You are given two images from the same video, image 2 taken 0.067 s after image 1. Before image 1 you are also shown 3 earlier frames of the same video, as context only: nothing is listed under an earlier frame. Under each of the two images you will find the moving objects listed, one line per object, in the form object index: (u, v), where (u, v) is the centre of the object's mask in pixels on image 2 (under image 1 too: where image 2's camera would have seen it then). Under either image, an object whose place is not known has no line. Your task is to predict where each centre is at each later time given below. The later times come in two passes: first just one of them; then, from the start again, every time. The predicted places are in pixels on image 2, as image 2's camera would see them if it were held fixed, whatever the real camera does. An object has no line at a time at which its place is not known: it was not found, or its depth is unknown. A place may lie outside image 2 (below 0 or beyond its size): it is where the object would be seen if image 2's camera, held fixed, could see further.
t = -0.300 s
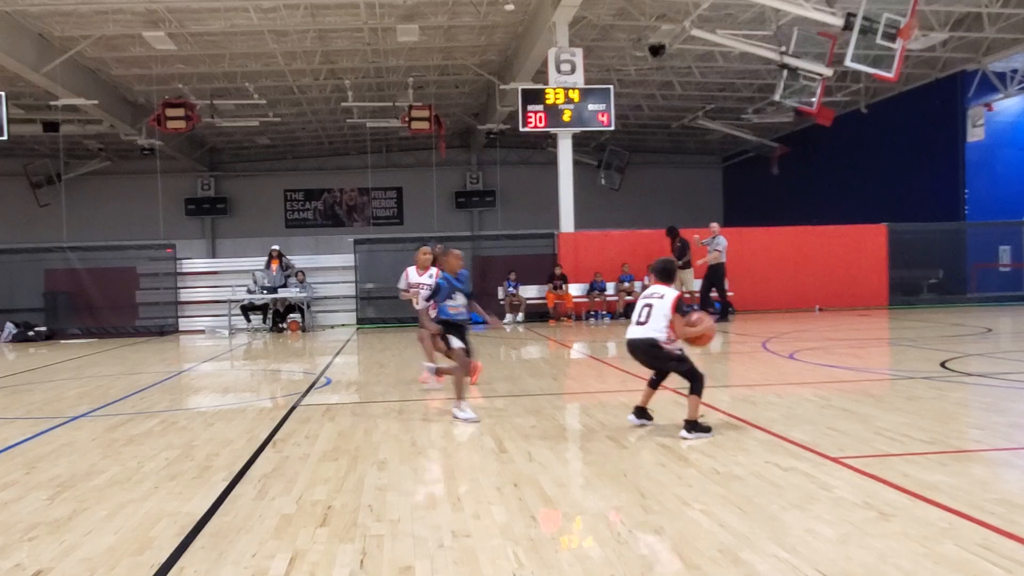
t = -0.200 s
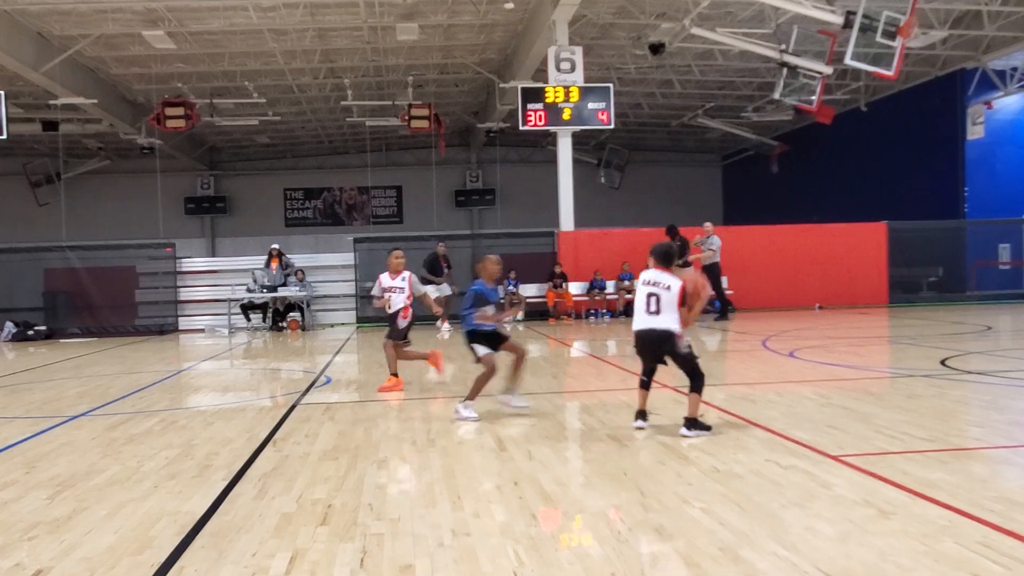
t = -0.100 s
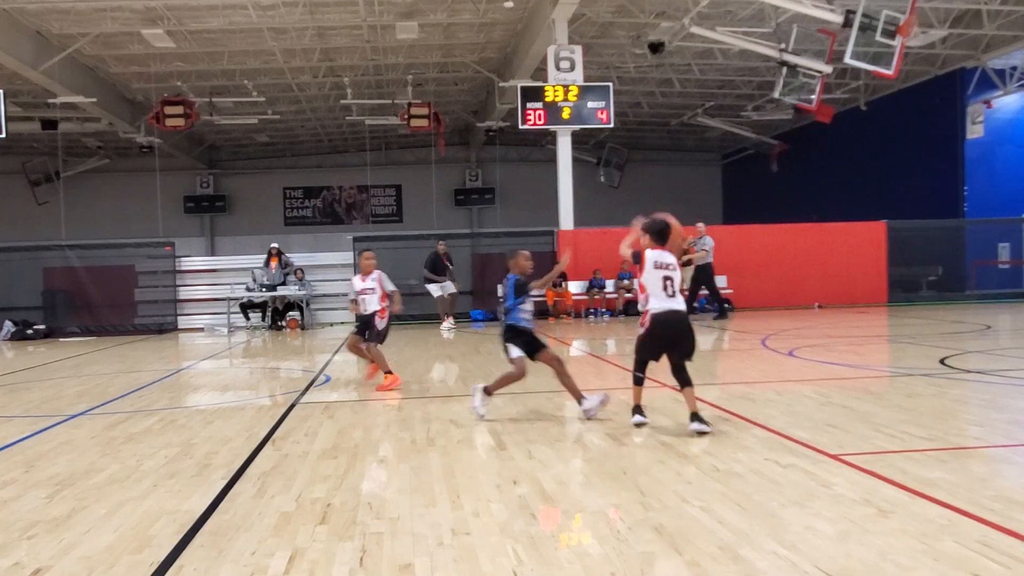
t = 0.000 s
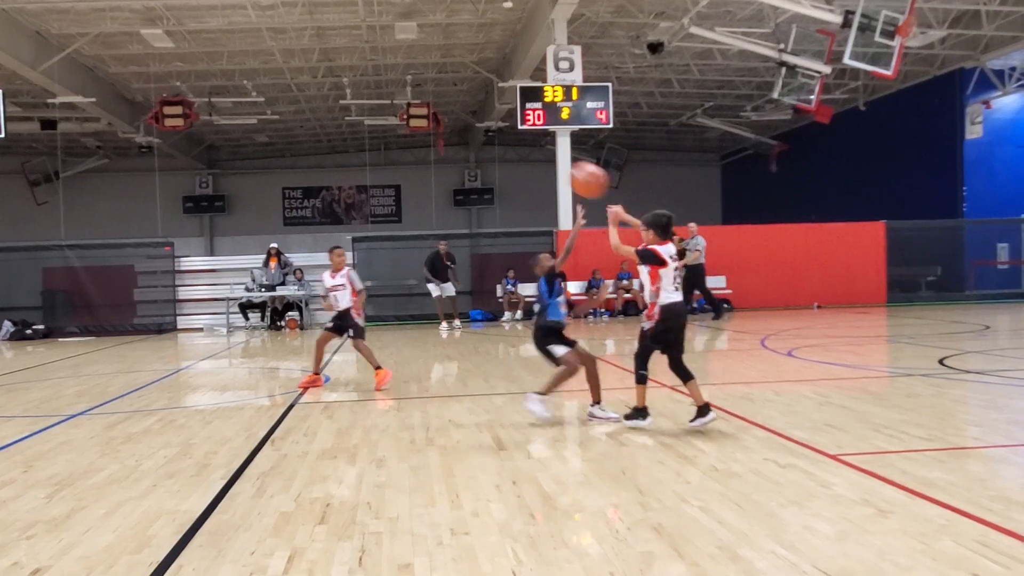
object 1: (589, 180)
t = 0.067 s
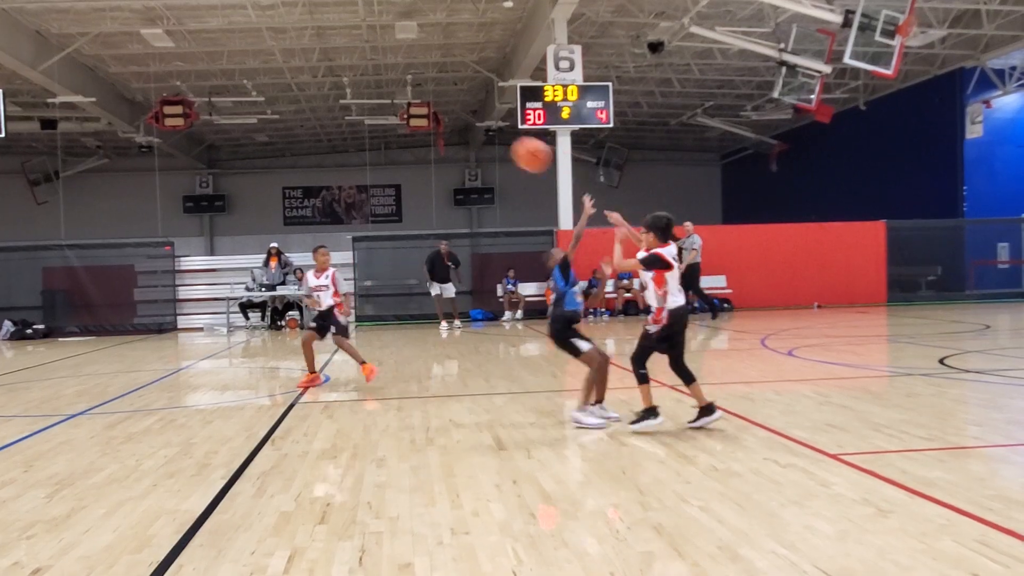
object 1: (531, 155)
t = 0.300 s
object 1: (360, 119)
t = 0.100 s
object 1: (504, 145)
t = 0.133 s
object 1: (478, 136)
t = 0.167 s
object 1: (453, 130)
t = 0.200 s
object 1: (429, 125)
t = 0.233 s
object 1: (406, 122)
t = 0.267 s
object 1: (383, 120)
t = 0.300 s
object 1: (360, 119)
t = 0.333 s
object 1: (338, 120)
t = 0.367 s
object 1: (317, 122)
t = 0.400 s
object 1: (298, 125)
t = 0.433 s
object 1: (279, 130)
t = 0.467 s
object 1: (261, 136)
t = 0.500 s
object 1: (243, 143)
